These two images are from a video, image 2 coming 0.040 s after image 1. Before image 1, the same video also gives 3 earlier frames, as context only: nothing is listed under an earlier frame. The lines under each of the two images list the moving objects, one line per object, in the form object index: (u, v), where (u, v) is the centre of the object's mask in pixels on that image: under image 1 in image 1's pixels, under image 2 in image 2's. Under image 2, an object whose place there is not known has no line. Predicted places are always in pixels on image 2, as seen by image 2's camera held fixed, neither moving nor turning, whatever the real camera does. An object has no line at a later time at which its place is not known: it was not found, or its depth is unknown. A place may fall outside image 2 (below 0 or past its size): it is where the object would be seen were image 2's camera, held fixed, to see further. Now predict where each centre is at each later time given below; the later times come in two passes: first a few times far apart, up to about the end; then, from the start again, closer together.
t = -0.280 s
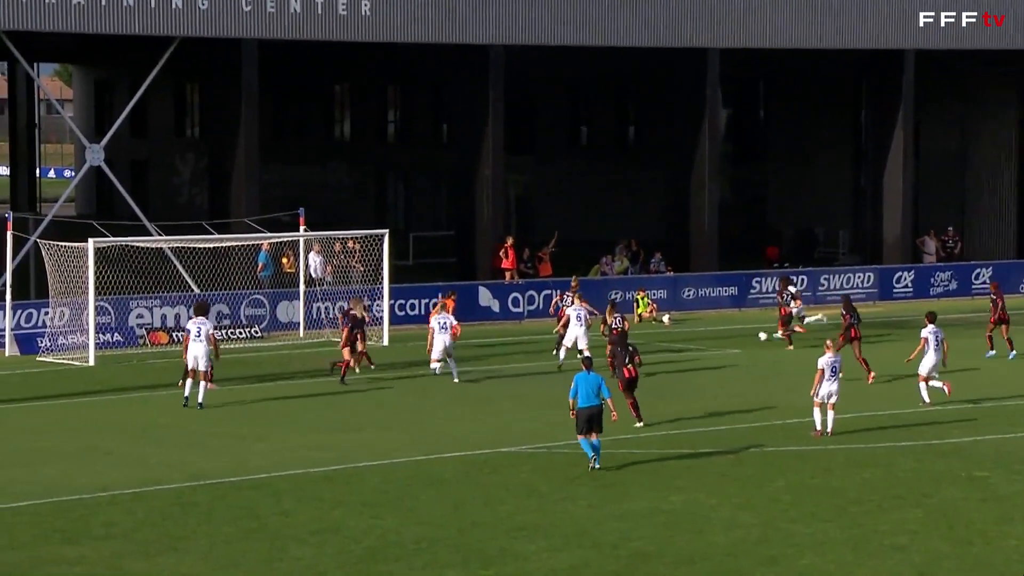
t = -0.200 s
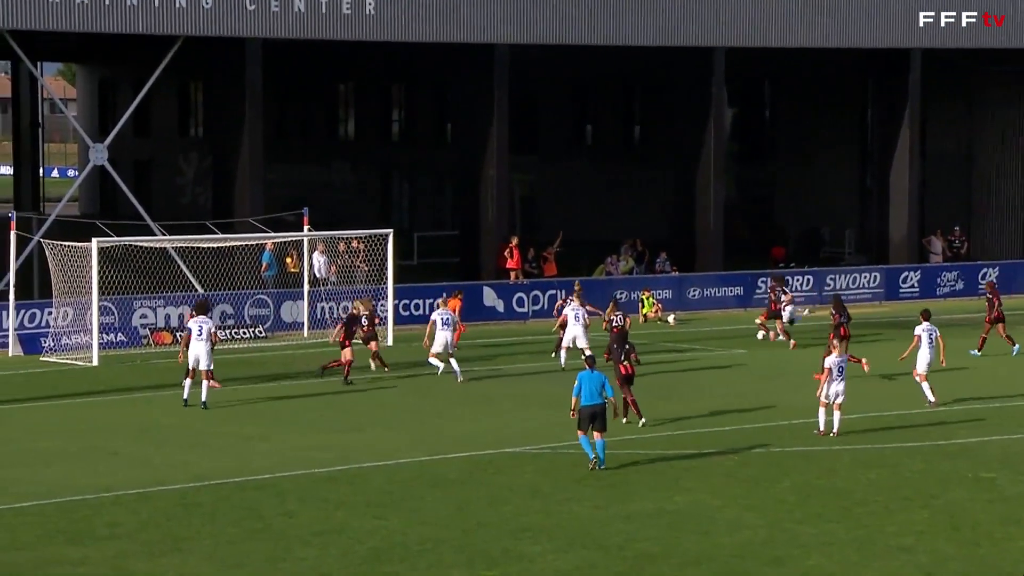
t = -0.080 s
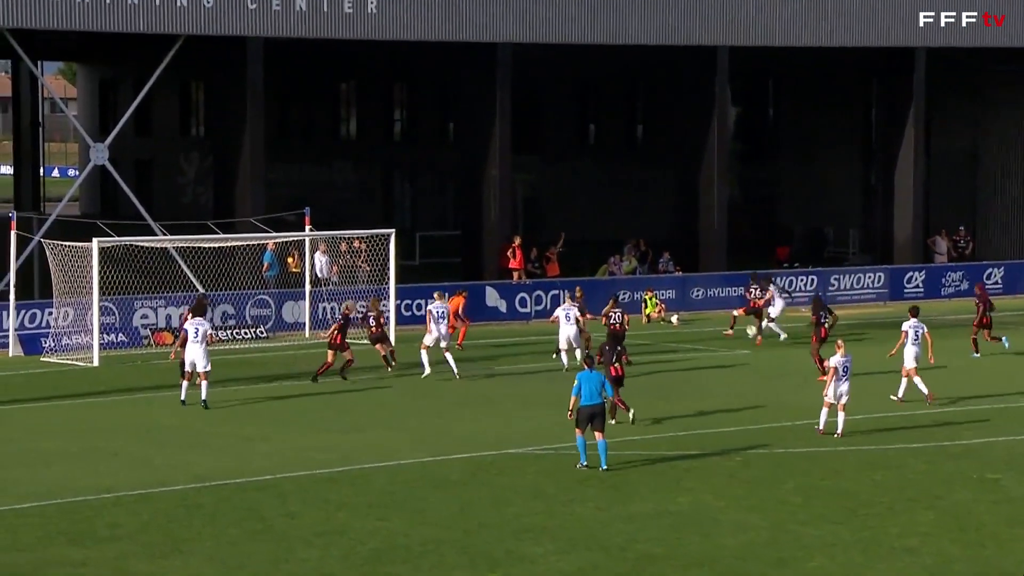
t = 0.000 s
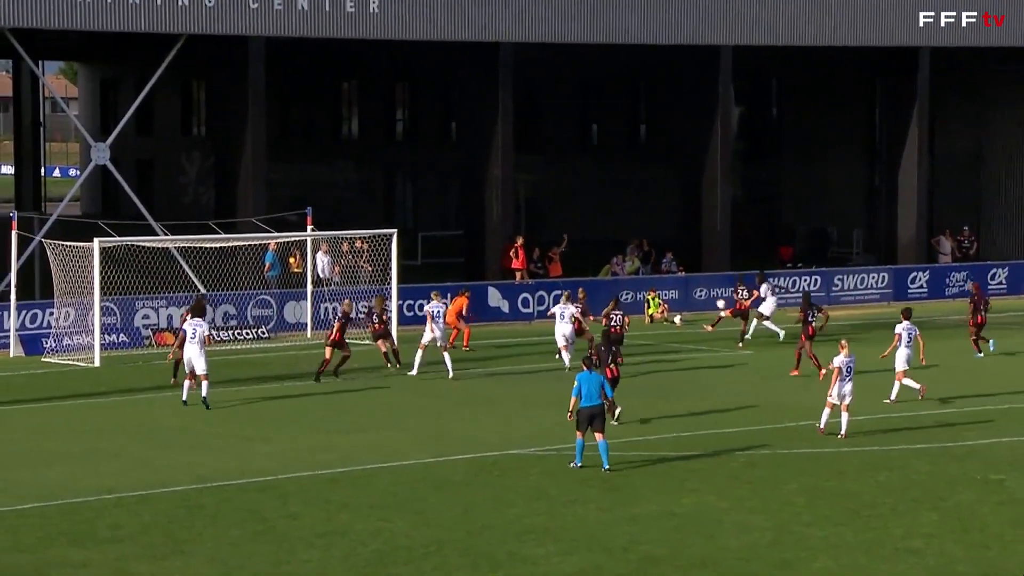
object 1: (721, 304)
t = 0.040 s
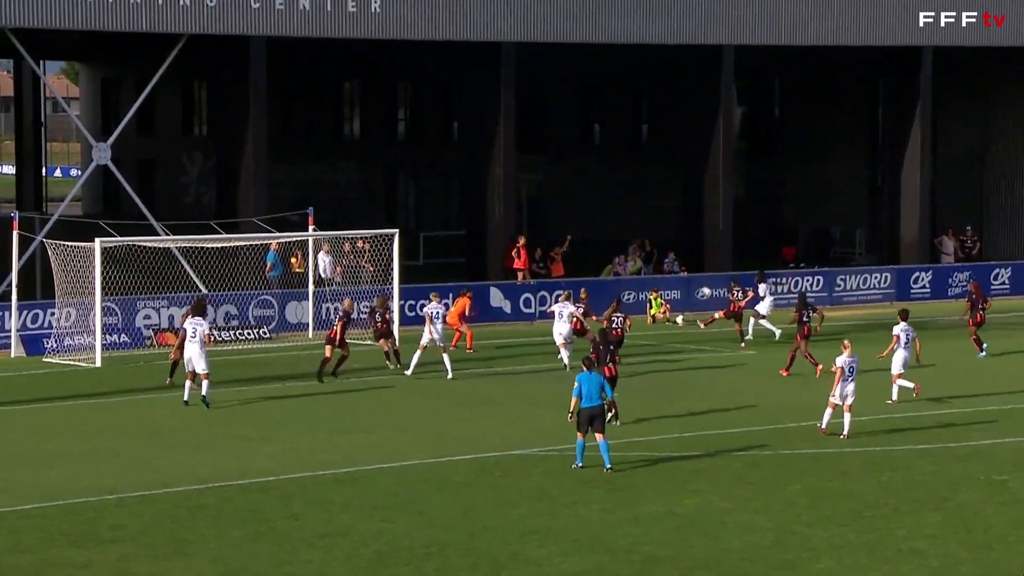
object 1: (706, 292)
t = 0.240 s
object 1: (628, 237)
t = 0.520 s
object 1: (520, 180)
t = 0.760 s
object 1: (433, 152)
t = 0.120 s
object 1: (675, 268)
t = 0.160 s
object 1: (659, 257)
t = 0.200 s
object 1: (643, 247)
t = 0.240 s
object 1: (628, 237)
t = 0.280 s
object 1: (612, 227)
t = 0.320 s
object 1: (596, 218)
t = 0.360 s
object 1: (581, 210)
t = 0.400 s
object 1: (566, 202)
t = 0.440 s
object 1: (551, 194)
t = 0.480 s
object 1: (536, 187)
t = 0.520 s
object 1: (520, 180)
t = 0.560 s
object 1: (506, 173)
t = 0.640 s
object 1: (478, 164)
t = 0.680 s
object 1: (463, 159)
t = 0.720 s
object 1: (448, 156)
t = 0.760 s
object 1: (433, 152)
